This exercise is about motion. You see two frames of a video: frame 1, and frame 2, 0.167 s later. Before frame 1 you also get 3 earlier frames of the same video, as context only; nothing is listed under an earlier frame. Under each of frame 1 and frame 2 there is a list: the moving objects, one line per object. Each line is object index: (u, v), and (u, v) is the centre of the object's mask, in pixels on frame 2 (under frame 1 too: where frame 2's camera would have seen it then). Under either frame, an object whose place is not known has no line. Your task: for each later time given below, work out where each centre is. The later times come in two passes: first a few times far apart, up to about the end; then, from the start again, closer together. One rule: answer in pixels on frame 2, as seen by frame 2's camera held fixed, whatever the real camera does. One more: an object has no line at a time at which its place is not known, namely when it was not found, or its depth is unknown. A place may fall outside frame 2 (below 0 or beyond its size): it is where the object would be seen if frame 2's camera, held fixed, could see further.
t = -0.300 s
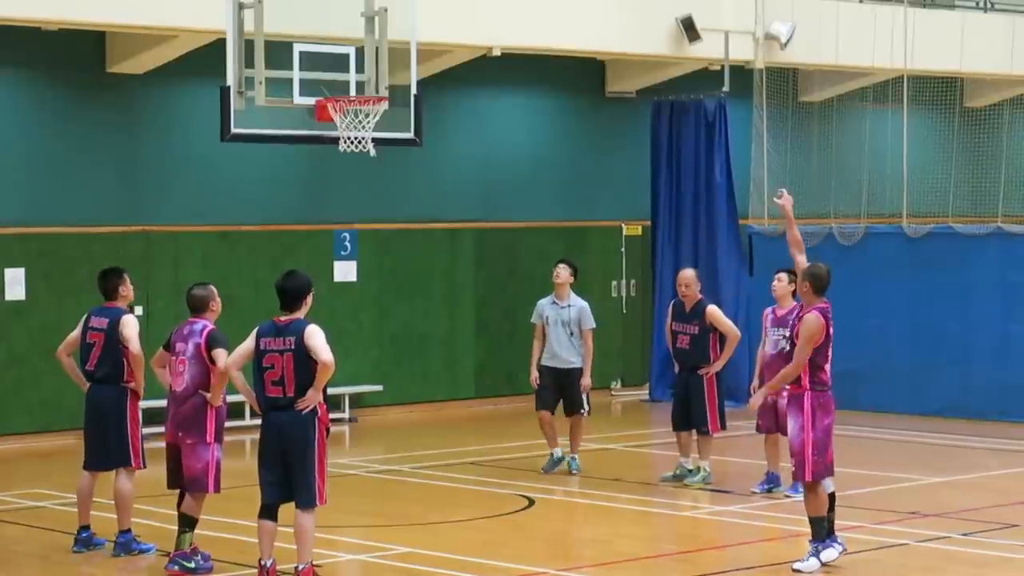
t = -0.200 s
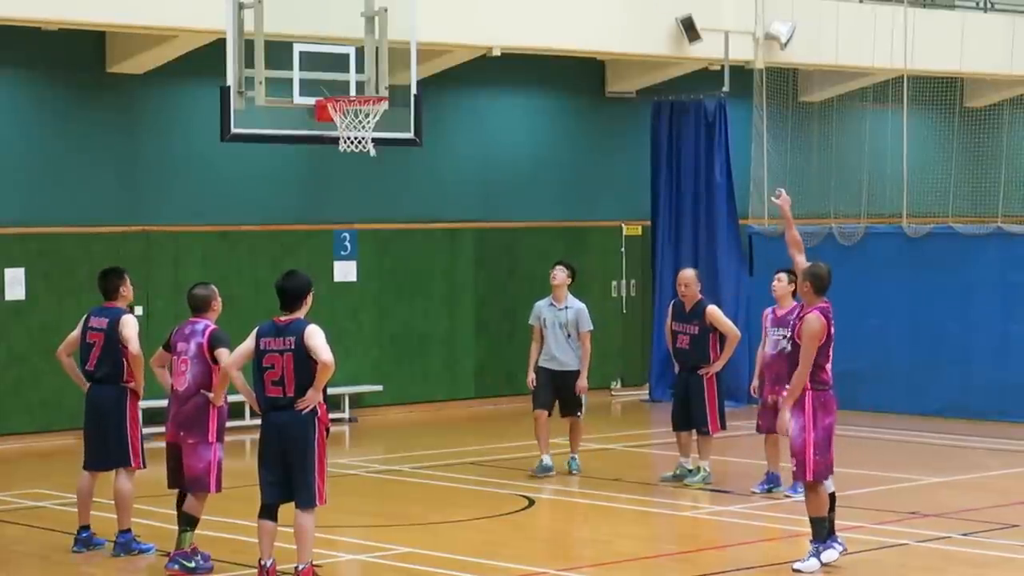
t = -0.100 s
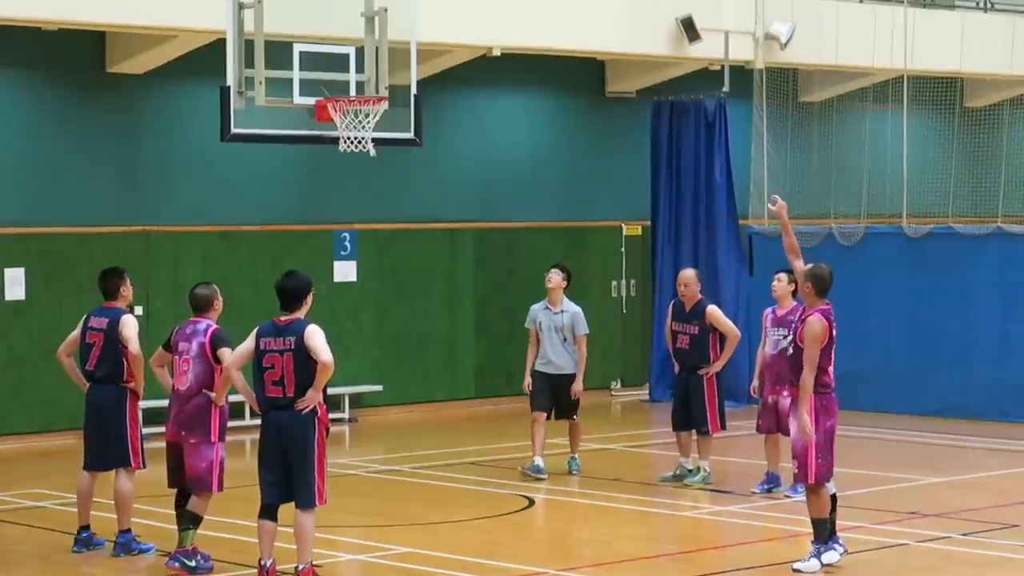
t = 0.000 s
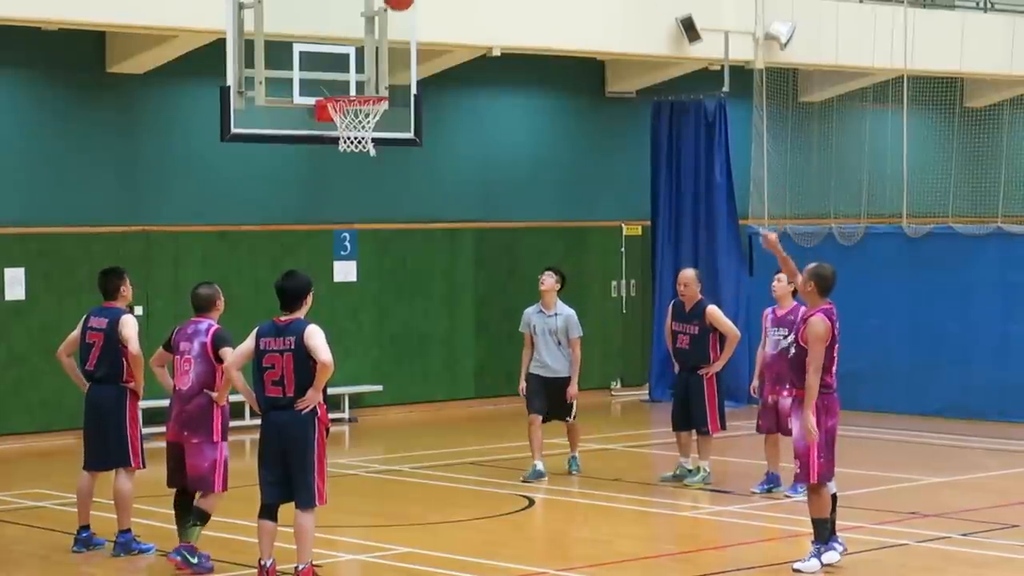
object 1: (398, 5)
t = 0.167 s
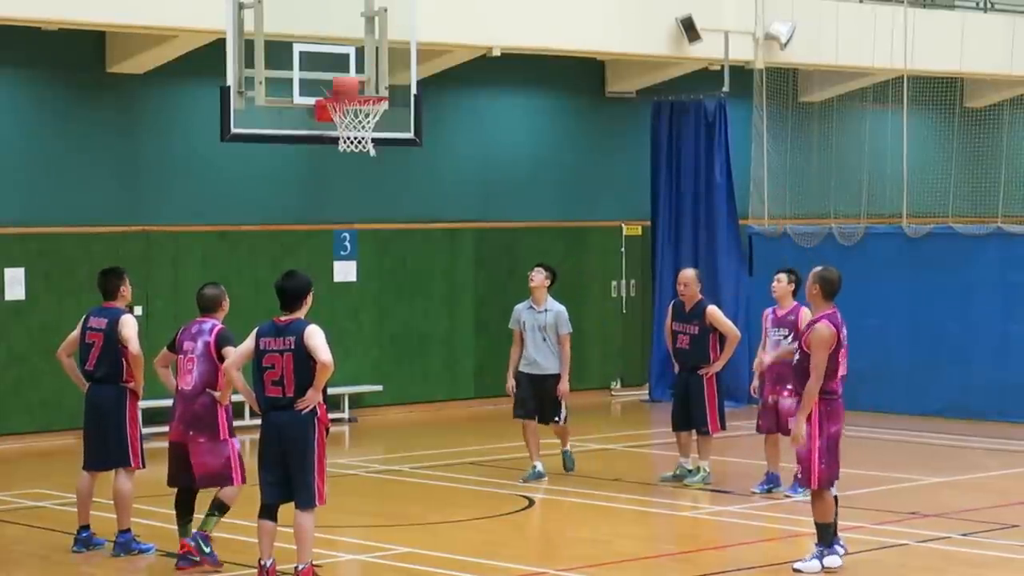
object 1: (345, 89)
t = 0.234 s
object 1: (346, 108)
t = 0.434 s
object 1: (374, 123)
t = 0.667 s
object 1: (355, 168)
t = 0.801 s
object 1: (342, 219)
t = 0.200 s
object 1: (344, 100)
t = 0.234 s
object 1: (346, 108)
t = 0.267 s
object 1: (350, 113)
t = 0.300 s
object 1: (357, 115)
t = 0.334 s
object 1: (360, 114)
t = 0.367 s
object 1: (363, 122)
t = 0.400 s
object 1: (368, 118)
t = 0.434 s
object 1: (374, 123)
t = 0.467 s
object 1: (373, 125)
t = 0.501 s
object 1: (373, 129)
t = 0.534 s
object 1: (368, 131)
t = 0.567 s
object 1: (365, 148)
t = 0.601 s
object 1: (362, 153)
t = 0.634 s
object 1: (359, 160)
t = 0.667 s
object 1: (355, 168)
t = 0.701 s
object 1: (352, 179)
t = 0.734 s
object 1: (349, 191)
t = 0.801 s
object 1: (342, 219)
